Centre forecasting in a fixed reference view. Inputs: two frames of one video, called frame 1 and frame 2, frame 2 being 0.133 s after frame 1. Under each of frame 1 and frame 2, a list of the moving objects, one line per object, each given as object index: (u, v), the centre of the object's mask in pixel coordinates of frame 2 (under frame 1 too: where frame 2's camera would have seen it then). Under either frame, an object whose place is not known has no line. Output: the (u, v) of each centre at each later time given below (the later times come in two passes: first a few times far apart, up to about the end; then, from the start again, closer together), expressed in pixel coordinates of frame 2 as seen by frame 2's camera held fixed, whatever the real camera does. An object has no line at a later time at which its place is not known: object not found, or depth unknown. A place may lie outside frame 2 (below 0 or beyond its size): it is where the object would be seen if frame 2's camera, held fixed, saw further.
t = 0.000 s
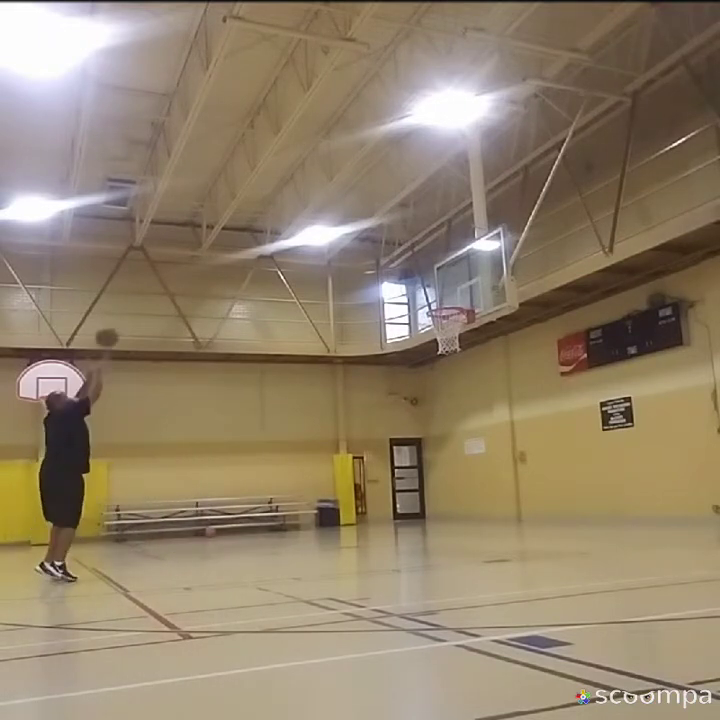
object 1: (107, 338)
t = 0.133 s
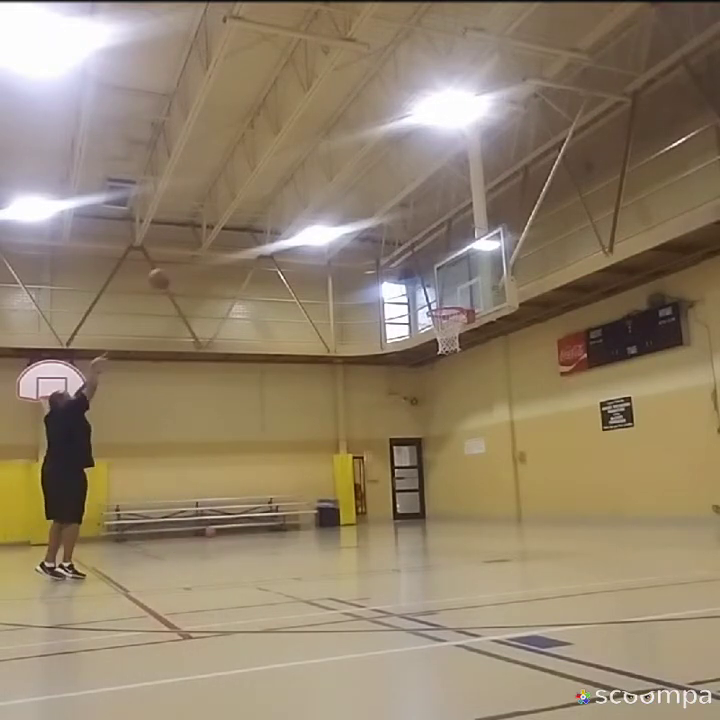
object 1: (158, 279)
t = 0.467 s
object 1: (275, 216)
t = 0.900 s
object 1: (402, 262)
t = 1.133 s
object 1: (463, 338)
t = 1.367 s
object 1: (479, 376)
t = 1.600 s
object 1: (499, 456)
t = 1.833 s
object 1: (511, 510)
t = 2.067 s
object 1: (494, 439)
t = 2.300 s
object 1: (481, 409)
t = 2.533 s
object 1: (470, 420)
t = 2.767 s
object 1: (462, 474)
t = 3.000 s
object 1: (453, 522)
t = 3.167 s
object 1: (444, 479)
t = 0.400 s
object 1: (254, 221)
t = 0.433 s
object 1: (264, 219)
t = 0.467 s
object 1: (275, 216)
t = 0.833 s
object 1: (386, 246)
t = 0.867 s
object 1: (392, 255)
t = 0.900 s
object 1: (402, 262)
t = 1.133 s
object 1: (463, 338)
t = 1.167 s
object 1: (464, 338)
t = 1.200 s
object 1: (464, 341)
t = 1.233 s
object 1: (467, 345)
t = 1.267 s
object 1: (470, 352)
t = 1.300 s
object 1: (474, 359)
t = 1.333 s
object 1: (476, 368)
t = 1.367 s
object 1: (479, 376)
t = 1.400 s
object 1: (481, 386)
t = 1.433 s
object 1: (484, 396)
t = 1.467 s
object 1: (487, 406)
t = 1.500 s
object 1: (490, 417)
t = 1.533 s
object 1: (493, 429)
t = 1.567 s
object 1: (496, 442)
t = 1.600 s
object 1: (499, 456)
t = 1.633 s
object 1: (503, 471)
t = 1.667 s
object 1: (507, 486)
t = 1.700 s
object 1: (510, 503)
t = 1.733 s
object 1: (513, 520)
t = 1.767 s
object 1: (517, 537)
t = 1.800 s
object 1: (514, 523)
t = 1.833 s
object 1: (511, 510)
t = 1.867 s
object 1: (509, 497)
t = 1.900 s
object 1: (507, 485)
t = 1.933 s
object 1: (504, 474)
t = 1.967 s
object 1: (501, 464)
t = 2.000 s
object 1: (499, 455)
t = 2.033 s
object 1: (497, 446)
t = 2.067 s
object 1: (494, 439)
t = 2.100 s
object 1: (492, 432)
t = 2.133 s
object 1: (490, 426)
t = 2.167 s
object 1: (488, 421)
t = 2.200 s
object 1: (486, 417)
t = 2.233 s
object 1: (484, 414)
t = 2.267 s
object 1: (483, 411)
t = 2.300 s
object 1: (481, 409)
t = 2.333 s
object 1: (479, 409)
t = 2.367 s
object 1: (477, 408)
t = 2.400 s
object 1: (476, 409)
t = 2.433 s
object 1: (474, 410)
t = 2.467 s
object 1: (473, 412)
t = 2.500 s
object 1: (471, 416)
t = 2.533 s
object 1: (470, 420)
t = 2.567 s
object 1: (469, 425)
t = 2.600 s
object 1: (467, 431)
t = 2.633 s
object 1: (466, 437)
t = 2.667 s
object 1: (465, 445)
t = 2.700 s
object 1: (464, 454)
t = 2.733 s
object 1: (463, 463)
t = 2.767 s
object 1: (462, 474)
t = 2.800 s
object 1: (461, 485)
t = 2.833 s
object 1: (460, 497)
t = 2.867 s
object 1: (459, 510)
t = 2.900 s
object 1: (458, 524)
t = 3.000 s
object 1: (453, 522)
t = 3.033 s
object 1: (452, 511)
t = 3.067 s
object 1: (450, 502)
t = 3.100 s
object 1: (448, 493)
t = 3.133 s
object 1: (446, 486)
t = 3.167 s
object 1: (444, 479)
